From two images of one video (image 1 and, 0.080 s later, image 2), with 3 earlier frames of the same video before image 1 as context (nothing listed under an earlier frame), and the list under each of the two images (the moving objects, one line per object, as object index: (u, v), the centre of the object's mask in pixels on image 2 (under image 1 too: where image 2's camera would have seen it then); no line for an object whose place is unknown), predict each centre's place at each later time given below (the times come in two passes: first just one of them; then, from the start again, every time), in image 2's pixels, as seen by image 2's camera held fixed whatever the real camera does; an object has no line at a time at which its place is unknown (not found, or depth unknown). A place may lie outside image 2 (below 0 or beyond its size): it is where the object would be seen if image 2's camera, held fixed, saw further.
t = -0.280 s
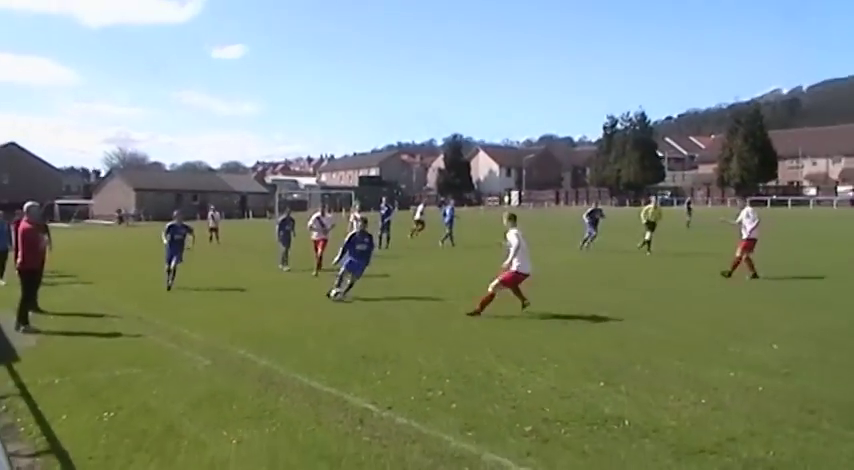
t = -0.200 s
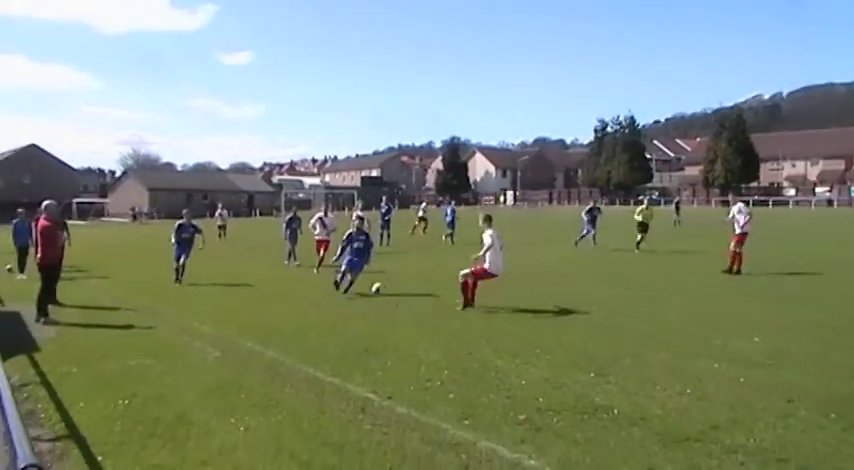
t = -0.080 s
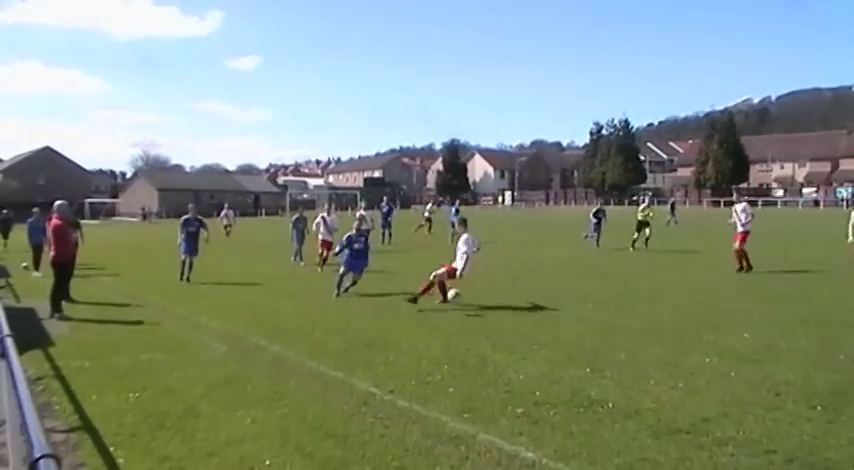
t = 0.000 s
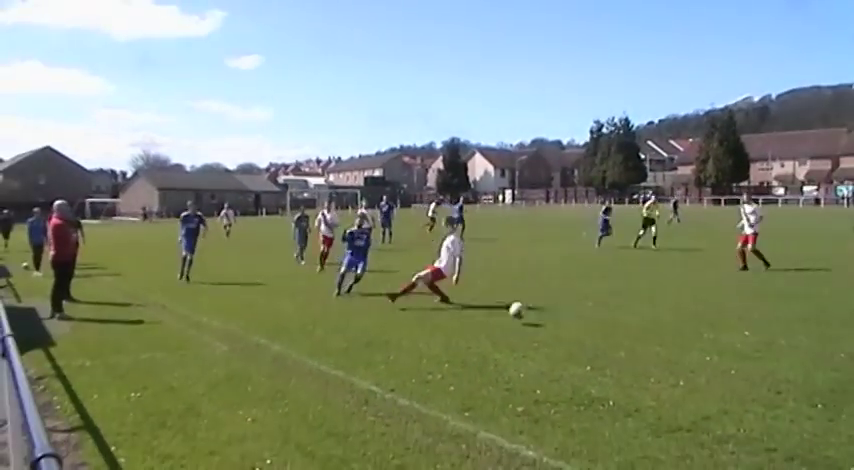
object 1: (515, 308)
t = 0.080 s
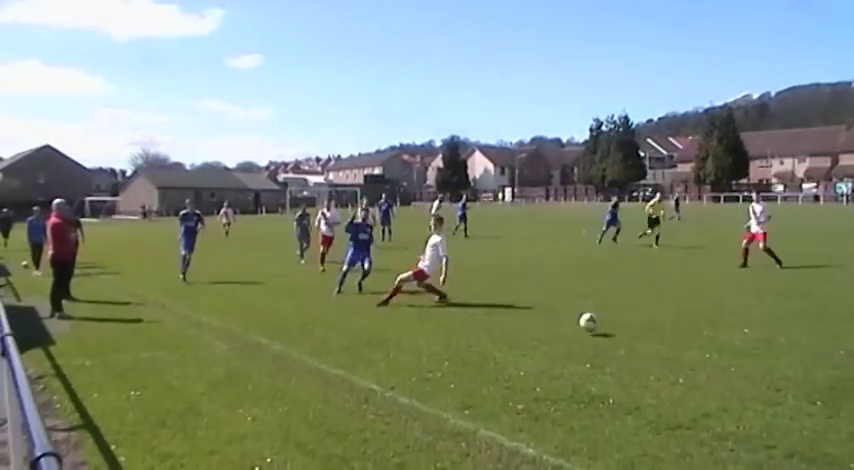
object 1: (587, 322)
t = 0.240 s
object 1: (741, 325)
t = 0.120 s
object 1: (621, 320)
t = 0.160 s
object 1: (659, 320)
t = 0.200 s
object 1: (698, 321)
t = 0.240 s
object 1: (741, 325)
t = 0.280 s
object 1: (786, 330)
